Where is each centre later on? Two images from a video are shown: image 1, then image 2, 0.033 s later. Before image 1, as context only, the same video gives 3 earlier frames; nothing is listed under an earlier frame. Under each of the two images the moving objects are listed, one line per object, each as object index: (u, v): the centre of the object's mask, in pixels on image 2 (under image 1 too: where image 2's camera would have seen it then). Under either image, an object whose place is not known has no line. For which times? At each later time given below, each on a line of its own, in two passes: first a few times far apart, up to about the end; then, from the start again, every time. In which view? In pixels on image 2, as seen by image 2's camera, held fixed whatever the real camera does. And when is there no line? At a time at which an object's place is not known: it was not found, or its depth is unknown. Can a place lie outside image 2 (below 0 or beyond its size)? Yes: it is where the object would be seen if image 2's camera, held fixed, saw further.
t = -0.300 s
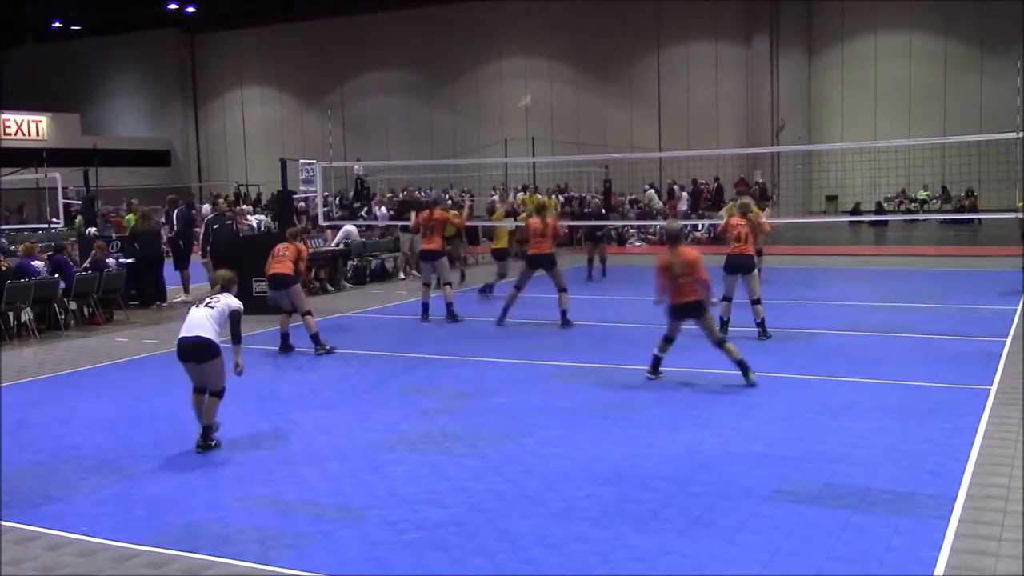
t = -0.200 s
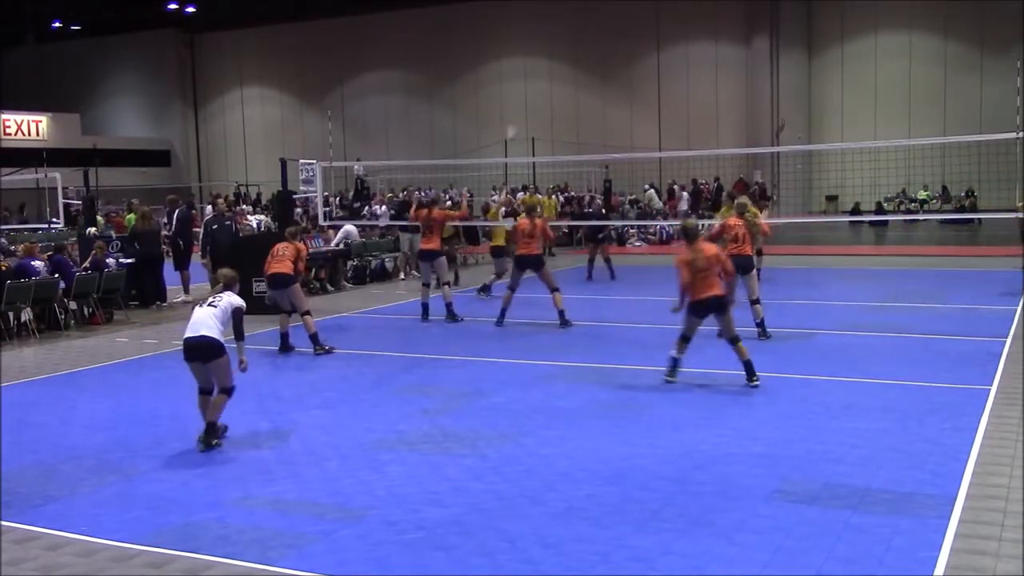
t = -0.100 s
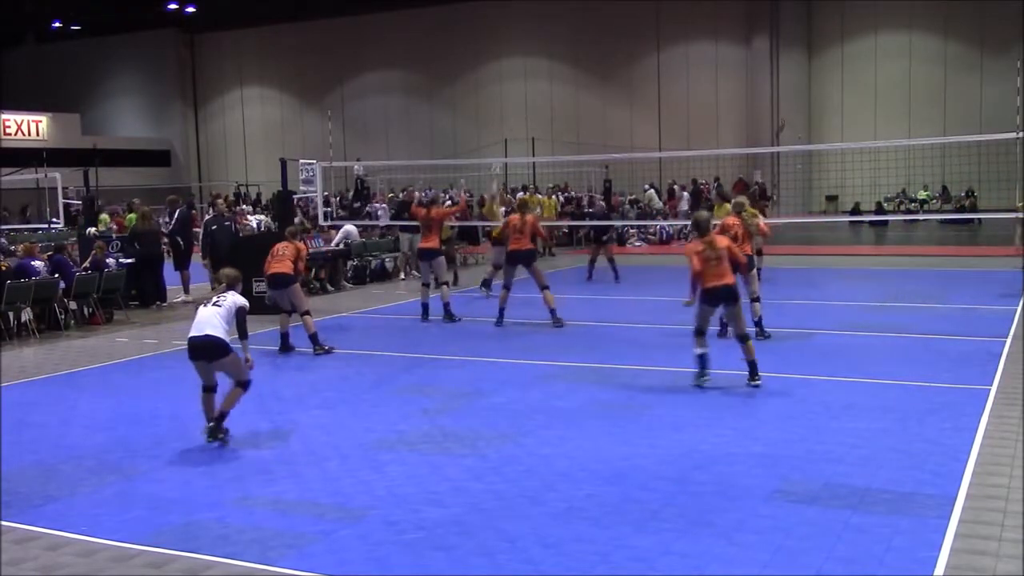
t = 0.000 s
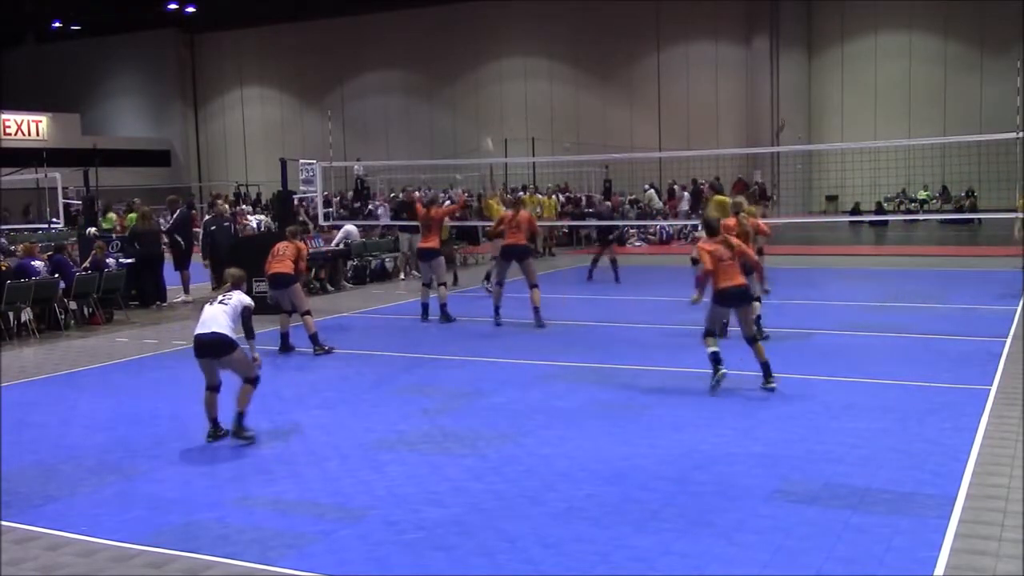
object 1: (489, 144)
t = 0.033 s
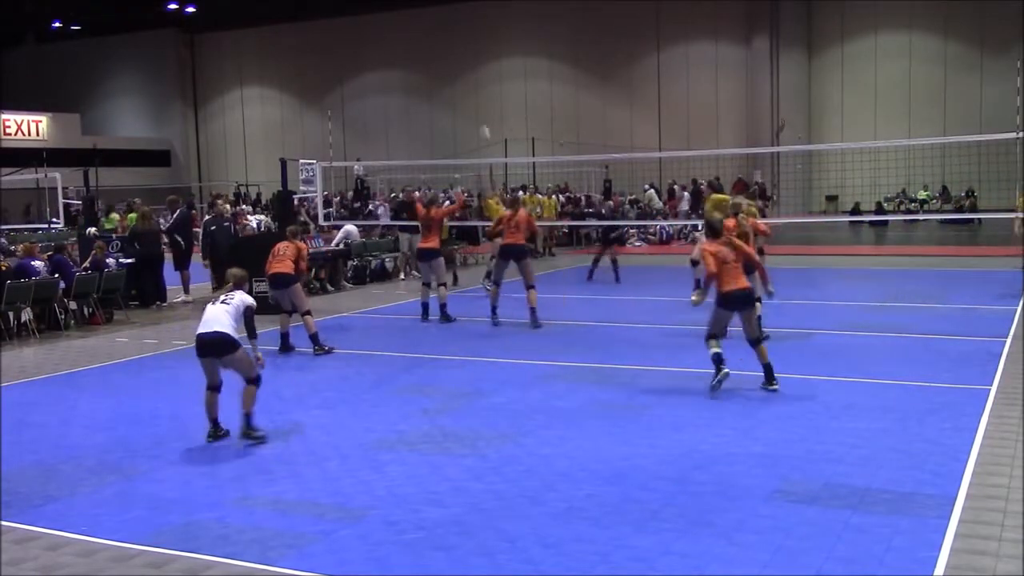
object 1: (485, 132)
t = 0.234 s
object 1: (469, 77)
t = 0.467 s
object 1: (453, 45)
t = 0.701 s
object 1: (436, 45)
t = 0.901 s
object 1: (424, 72)
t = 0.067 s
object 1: (482, 122)
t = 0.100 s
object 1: (479, 111)
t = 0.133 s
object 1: (477, 101)
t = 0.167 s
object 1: (475, 93)
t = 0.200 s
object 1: (472, 85)
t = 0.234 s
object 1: (469, 77)
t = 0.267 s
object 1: (467, 71)
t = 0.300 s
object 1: (465, 65)
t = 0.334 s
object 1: (463, 59)
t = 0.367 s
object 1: (460, 55)
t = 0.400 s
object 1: (458, 51)
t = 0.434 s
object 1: (455, 48)
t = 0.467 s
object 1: (453, 45)
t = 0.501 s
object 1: (450, 44)
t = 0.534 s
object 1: (448, 42)
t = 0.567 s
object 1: (446, 42)
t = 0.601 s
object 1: (443, 42)
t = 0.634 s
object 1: (441, 42)
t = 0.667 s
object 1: (439, 43)
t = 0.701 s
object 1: (436, 45)
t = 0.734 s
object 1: (434, 48)
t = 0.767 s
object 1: (432, 51)
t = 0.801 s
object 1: (430, 55)
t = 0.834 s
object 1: (428, 60)
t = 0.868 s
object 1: (426, 66)
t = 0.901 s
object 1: (424, 72)
